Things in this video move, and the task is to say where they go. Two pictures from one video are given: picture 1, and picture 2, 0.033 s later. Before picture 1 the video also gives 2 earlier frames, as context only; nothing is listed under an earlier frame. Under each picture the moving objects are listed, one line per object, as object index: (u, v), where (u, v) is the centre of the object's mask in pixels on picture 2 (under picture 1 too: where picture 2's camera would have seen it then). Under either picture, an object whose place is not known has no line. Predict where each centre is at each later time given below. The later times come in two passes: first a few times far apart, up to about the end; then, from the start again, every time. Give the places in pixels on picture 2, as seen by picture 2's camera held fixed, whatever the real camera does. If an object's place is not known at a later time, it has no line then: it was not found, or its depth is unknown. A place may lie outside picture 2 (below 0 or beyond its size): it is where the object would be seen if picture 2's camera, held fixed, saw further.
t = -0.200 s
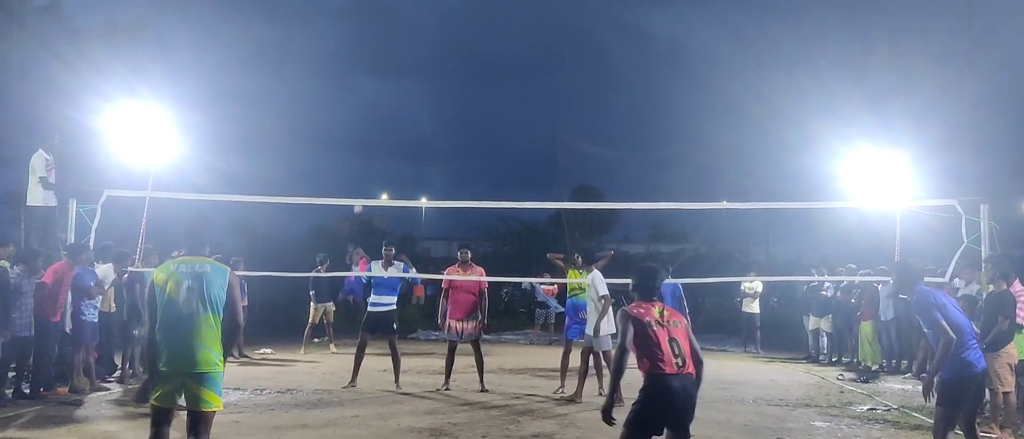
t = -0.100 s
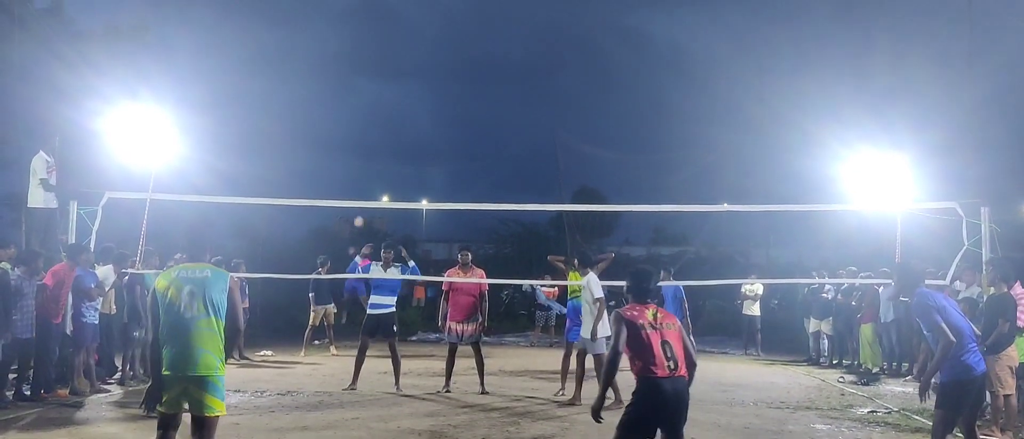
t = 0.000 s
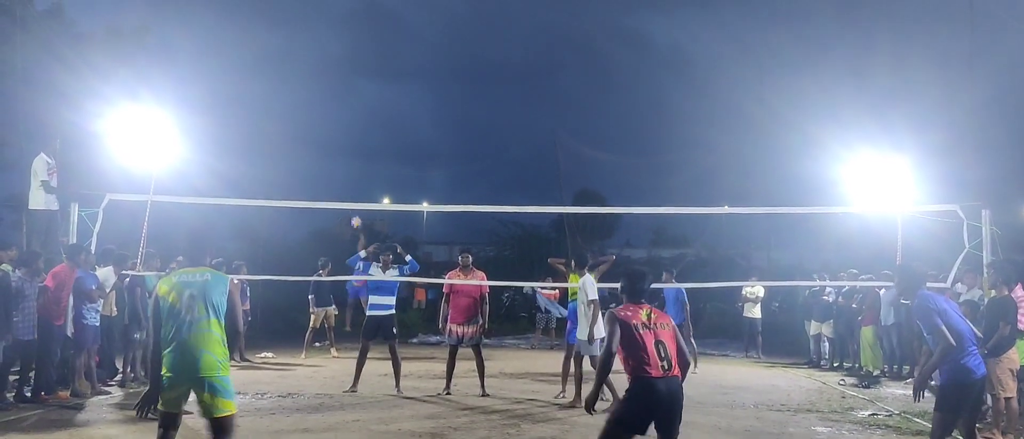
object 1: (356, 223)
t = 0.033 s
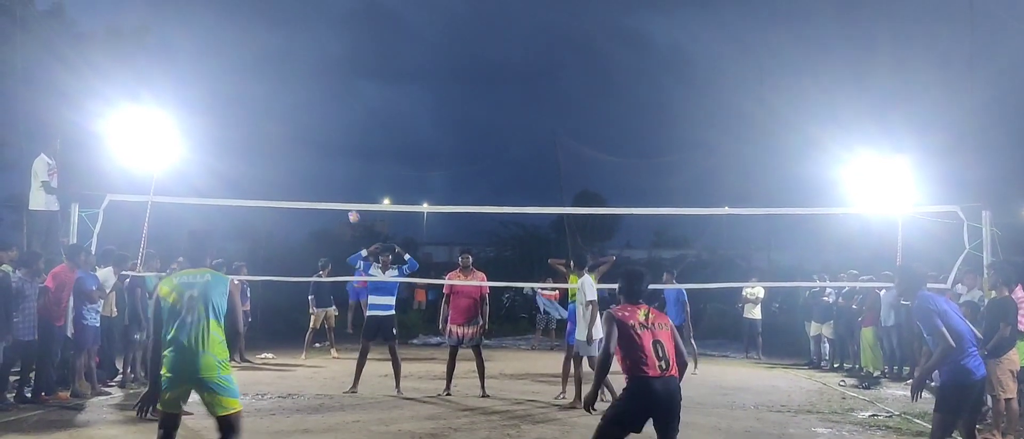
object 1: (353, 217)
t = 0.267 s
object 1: (325, 188)
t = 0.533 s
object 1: (259, 224)
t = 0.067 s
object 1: (351, 213)
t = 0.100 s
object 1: (346, 202)
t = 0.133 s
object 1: (343, 199)
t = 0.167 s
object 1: (340, 196)
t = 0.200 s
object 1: (335, 193)
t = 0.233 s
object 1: (330, 190)
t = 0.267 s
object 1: (325, 188)
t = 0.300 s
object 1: (319, 187)
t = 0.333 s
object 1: (313, 188)
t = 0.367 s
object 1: (307, 189)
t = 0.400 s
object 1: (299, 192)
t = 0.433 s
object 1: (291, 196)
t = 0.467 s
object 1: (282, 202)
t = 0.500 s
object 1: (271, 212)
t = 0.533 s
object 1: (259, 224)
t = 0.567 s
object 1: (246, 239)
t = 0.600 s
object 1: (231, 258)
